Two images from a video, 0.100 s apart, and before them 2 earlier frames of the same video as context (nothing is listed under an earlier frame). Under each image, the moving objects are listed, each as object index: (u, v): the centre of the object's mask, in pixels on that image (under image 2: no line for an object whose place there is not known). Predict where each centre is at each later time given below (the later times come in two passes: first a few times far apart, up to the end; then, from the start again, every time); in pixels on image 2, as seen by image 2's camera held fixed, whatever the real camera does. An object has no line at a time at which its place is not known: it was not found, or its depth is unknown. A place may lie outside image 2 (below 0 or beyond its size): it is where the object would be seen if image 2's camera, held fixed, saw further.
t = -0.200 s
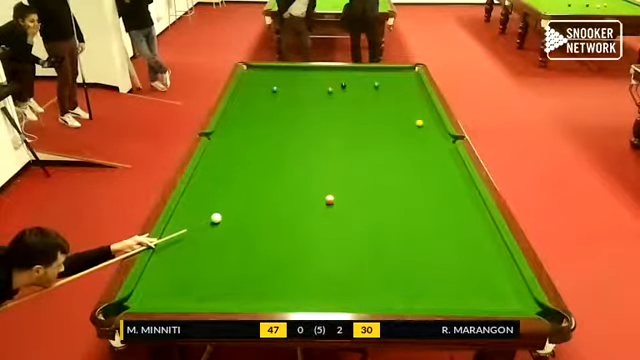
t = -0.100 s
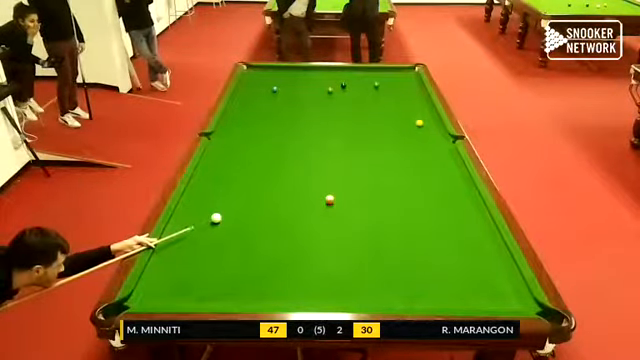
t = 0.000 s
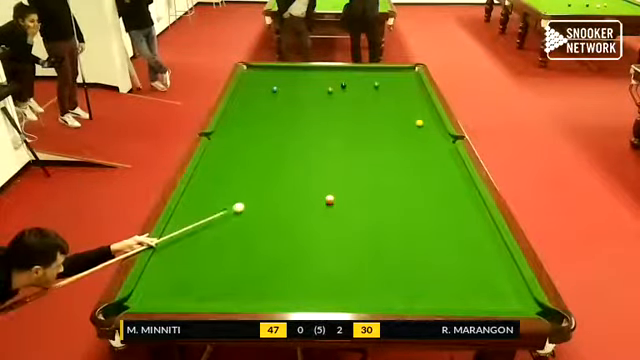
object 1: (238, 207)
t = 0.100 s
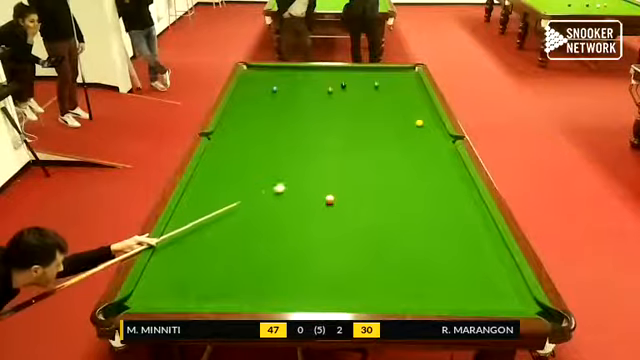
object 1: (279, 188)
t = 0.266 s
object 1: (335, 162)
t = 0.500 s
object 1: (399, 133)
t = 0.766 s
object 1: (427, 123)
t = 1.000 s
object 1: (433, 120)
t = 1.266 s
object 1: (415, 115)
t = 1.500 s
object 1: (401, 112)
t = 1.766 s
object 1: (386, 109)
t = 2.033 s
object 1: (373, 105)
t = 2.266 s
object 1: (362, 103)
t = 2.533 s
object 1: (351, 100)
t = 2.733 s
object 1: (342, 98)
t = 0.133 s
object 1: (291, 183)
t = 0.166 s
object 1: (303, 177)
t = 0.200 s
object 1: (314, 172)
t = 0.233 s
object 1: (325, 167)
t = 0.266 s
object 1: (335, 162)
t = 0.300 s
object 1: (345, 156)
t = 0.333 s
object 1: (354, 153)
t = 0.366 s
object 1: (364, 148)
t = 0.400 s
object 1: (373, 143)
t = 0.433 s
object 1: (382, 140)
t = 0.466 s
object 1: (390, 137)
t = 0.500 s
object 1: (399, 133)
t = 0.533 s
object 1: (406, 129)
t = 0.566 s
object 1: (414, 125)
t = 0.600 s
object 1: (416, 124)
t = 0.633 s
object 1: (418, 124)
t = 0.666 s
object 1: (420, 124)
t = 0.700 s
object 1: (423, 124)
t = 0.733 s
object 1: (425, 124)
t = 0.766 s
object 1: (427, 123)
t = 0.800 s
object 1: (429, 123)
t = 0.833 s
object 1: (432, 123)
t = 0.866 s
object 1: (434, 123)
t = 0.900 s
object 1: (436, 122)
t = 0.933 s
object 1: (439, 120)
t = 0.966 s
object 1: (436, 121)
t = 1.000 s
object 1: (433, 120)
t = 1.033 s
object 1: (431, 119)
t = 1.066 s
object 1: (429, 119)
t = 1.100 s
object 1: (426, 118)
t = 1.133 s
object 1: (424, 118)
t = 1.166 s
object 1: (421, 117)
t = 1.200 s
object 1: (420, 117)
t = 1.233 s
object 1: (418, 116)
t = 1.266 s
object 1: (415, 115)
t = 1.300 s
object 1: (413, 115)
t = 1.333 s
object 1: (411, 115)
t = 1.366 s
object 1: (409, 115)
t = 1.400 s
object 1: (407, 114)
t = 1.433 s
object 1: (405, 113)
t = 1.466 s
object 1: (403, 113)
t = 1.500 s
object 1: (401, 112)
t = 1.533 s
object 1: (399, 112)
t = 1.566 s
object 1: (397, 111)
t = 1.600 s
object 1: (395, 111)
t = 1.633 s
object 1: (393, 111)
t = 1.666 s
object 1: (392, 110)
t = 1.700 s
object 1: (389, 110)
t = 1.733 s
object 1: (388, 109)
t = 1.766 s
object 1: (386, 109)
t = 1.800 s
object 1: (384, 108)
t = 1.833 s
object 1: (383, 108)
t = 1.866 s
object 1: (381, 108)
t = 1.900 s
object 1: (380, 107)
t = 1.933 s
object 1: (378, 107)
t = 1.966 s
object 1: (376, 106)
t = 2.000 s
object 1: (374, 106)
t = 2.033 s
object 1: (373, 105)
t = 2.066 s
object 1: (371, 105)
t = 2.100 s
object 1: (369, 104)
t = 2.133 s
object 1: (368, 104)
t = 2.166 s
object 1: (367, 104)
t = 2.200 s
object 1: (365, 103)
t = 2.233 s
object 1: (363, 103)
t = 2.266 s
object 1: (362, 103)
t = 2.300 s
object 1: (360, 102)
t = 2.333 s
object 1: (359, 102)
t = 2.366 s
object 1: (357, 101)
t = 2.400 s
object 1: (356, 101)
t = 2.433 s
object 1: (354, 101)
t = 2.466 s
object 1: (353, 100)
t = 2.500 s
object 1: (352, 100)
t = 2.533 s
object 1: (351, 100)
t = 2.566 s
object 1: (349, 99)
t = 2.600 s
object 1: (346, 99)
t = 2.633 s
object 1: (346, 98)
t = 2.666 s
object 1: (346, 99)
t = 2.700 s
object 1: (344, 98)
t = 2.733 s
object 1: (342, 98)
